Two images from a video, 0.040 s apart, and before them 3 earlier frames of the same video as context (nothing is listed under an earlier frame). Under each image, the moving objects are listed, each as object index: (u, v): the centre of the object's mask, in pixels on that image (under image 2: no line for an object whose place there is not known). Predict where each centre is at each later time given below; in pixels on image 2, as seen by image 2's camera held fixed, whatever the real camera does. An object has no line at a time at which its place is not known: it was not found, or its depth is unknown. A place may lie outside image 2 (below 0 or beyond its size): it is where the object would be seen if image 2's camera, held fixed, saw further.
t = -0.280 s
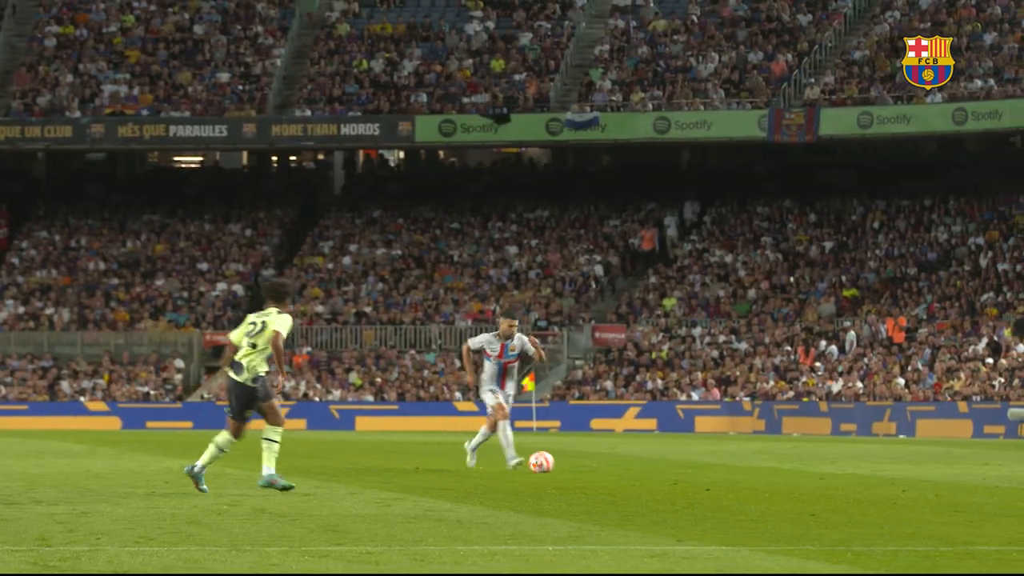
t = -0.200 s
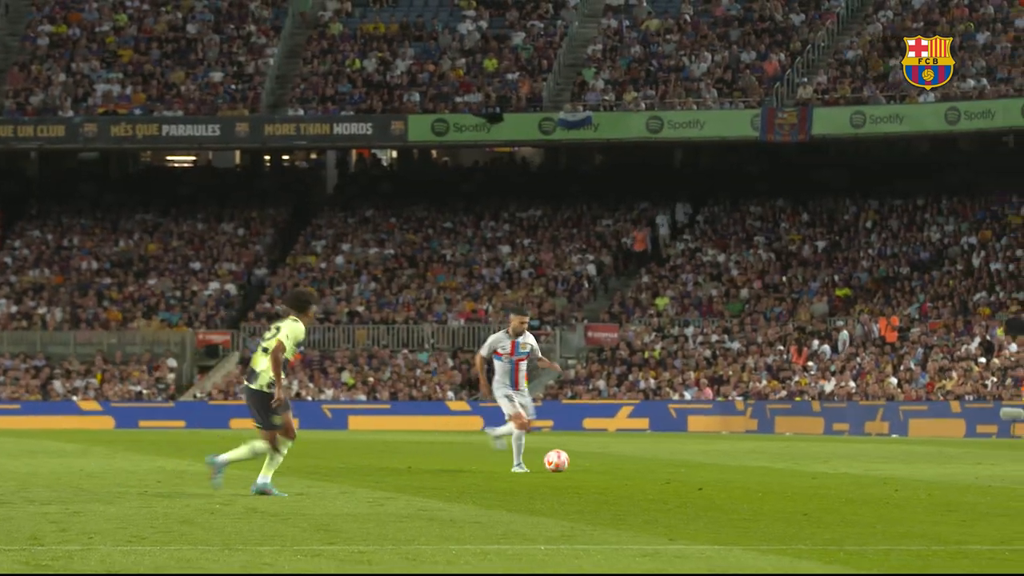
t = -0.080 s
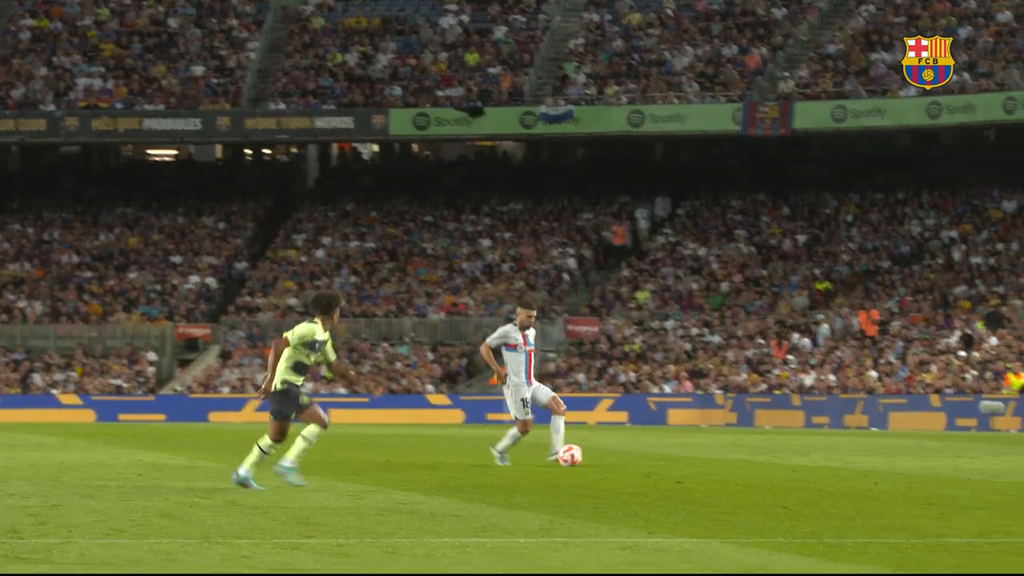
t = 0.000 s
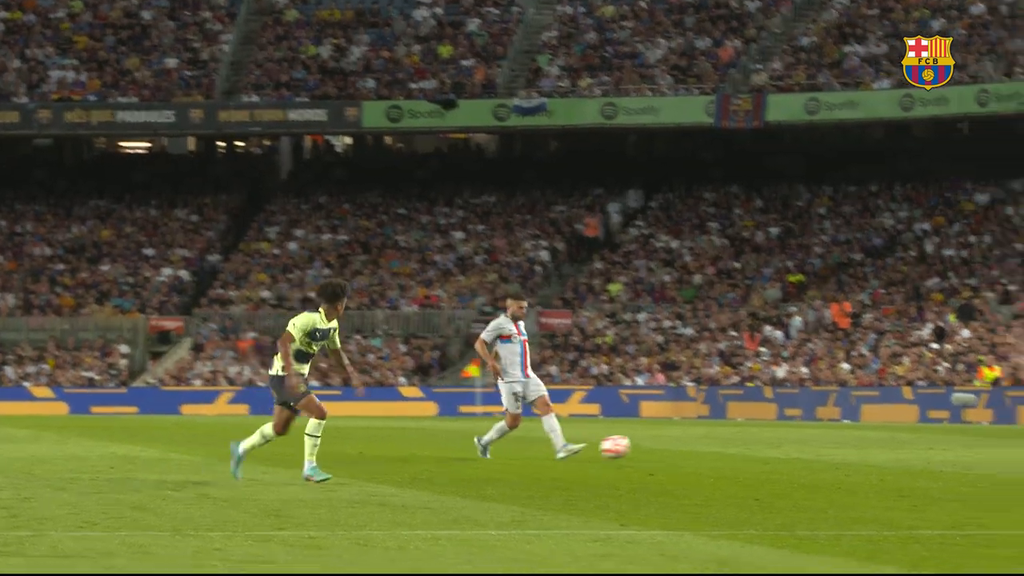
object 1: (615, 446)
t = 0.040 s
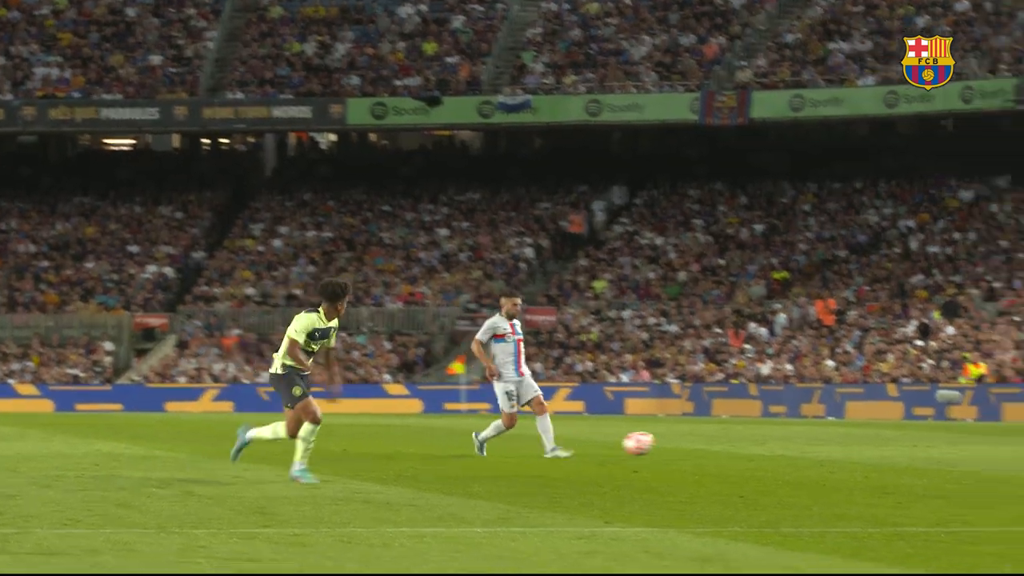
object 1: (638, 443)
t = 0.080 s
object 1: (677, 445)
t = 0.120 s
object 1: (717, 449)
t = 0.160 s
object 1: (758, 455)
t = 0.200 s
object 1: (799, 458)
